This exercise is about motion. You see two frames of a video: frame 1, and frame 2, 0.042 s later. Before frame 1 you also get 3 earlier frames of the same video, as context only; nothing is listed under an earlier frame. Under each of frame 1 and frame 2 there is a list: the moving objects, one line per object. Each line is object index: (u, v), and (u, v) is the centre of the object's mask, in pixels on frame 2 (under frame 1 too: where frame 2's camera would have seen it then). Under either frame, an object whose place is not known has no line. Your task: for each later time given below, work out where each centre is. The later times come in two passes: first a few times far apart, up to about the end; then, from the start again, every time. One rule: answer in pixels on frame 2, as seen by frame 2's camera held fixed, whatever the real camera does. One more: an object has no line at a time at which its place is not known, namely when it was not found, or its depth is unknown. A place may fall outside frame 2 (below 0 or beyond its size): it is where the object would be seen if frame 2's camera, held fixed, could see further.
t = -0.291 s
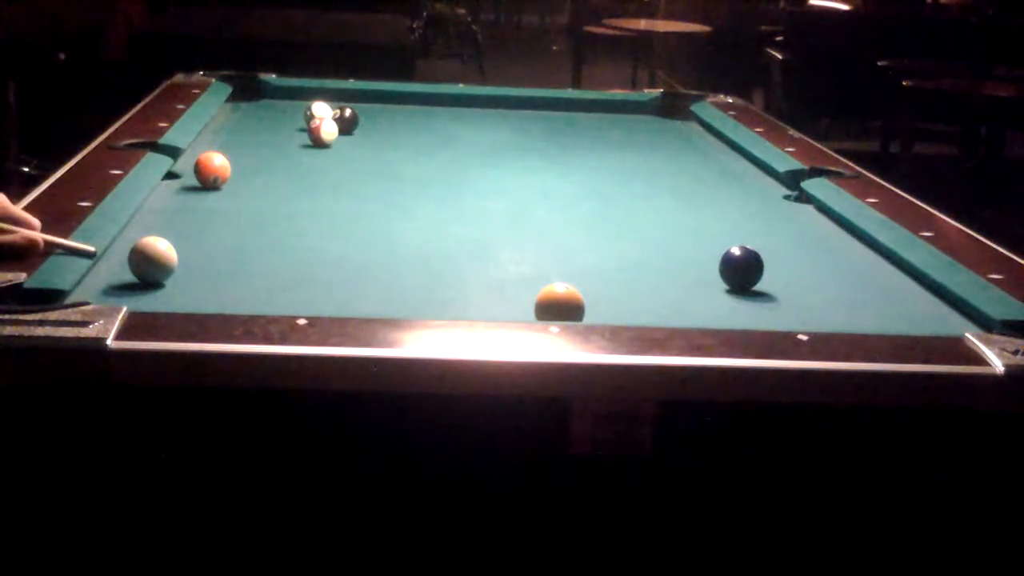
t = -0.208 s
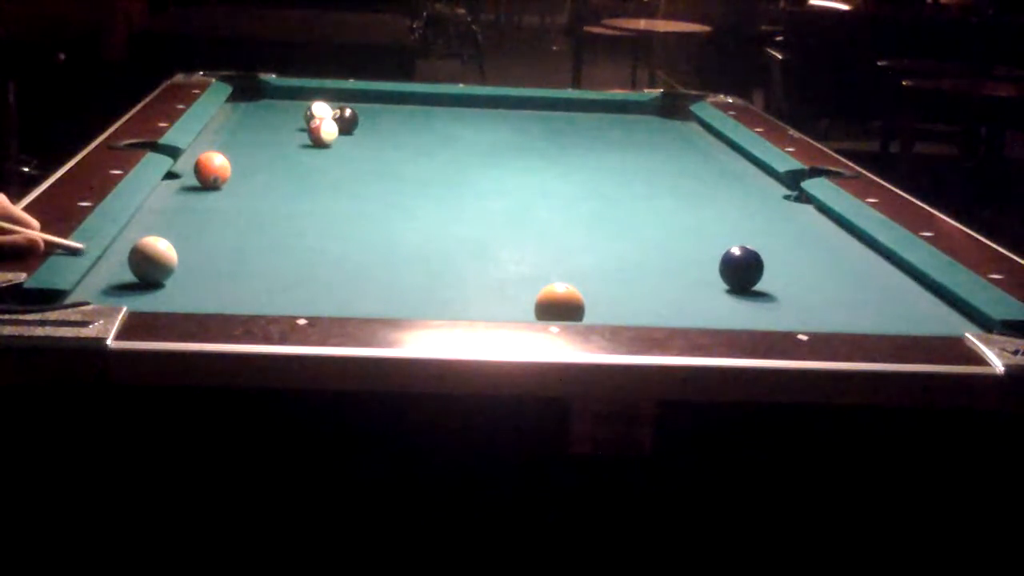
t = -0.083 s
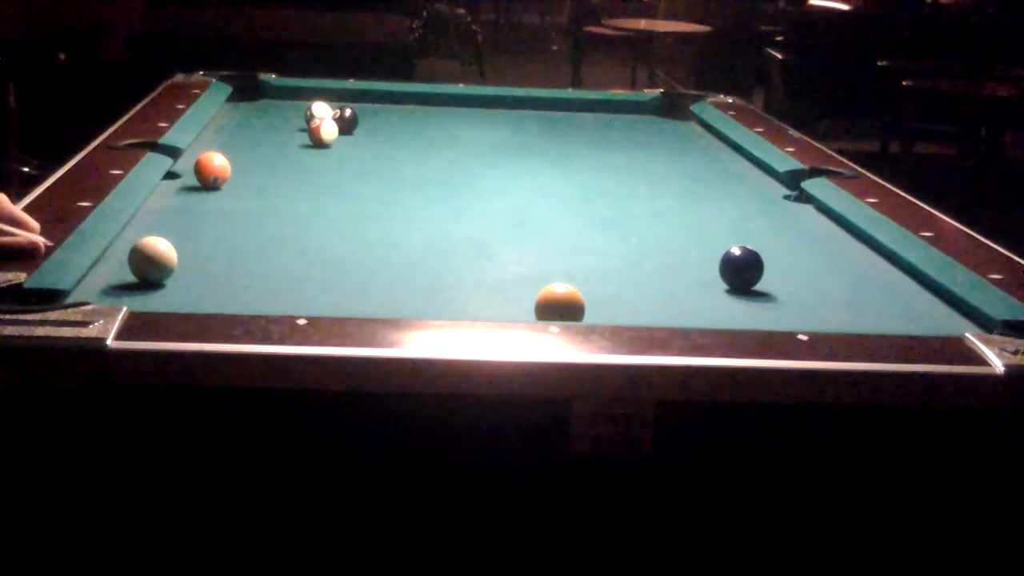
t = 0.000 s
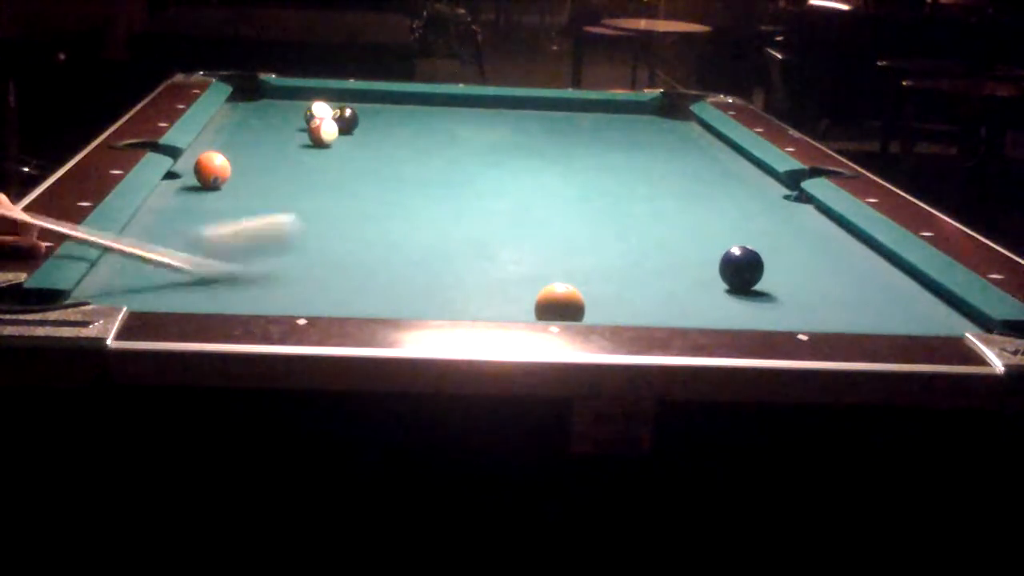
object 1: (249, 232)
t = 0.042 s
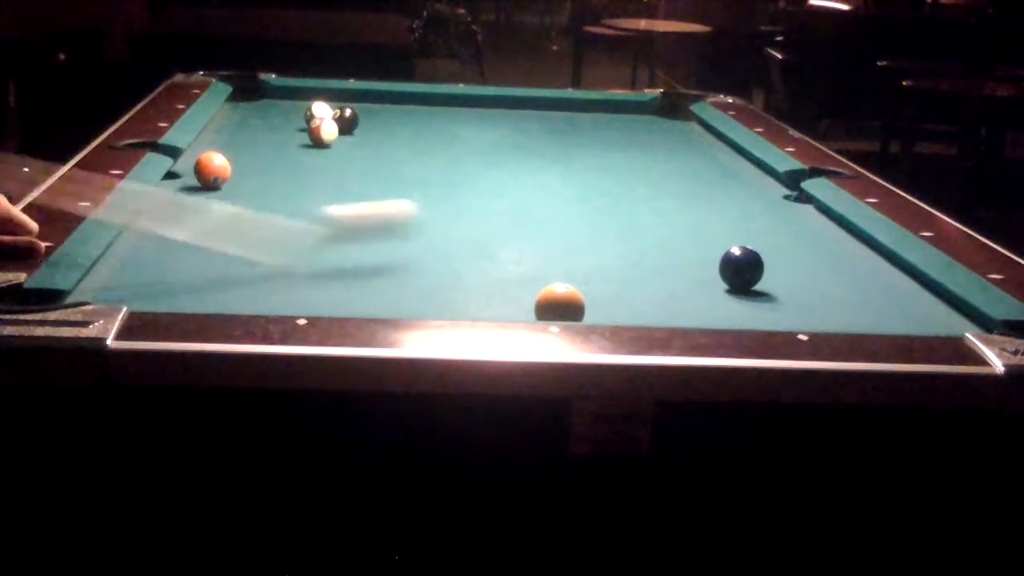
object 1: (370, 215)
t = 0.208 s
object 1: (759, 204)
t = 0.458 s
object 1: (509, 170)
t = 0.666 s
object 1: (284, 153)
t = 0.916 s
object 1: (297, 155)
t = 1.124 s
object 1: (389, 160)
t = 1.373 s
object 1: (494, 164)
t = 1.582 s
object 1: (579, 167)
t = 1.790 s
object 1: (661, 171)
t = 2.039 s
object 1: (756, 174)
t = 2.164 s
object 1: (795, 184)
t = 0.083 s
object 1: (482, 209)
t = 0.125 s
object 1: (584, 214)
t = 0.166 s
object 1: (673, 205)
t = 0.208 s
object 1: (759, 204)
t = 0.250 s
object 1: (793, 197)
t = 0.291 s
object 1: (734, 183)
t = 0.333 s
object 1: (674, 179)
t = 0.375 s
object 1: (614, 179)
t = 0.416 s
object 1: (561, 174)
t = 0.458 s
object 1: (509, 170)
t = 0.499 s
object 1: (458, 168)
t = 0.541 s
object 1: (412, 164)
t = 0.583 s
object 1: (367, 163)
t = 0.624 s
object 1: (325, 157)
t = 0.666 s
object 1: (284, 153)
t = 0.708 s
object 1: (246, 151)
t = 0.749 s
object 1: (208, 145)
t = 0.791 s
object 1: (231, 148)
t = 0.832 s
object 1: (253, 153)
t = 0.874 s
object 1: (278, 153)
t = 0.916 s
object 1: (297, 155)
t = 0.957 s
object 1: (315, 156)
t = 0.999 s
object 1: (334, 157)
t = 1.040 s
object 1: (353, 158)
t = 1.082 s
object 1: (371, 159)
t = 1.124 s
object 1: (389, 160)
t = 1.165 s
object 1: (406, 161)
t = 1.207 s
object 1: (424, 161)
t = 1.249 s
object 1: (442, 162)
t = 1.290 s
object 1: (459, 163)
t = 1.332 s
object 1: (476, 162)
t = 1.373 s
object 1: (494, 164)
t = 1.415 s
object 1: (511, 165)
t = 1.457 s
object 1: (528, 165)
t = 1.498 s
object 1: (545, 166)
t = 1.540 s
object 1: (562, 167)
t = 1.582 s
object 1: (579, 167)
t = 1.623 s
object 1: (595, 168)
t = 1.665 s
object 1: (612, 169)
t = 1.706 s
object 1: (628, 170)
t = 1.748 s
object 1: (645, 170)
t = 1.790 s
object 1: (661, 171)
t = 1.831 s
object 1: (677, 172)
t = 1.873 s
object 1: (693, 172)
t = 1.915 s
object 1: (709, 172)
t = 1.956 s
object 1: (725, 173)
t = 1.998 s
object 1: (741, 173)
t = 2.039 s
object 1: (756, 174)
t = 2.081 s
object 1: (772, 175)
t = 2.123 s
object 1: (786, 176)
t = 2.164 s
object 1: (795, 184)
